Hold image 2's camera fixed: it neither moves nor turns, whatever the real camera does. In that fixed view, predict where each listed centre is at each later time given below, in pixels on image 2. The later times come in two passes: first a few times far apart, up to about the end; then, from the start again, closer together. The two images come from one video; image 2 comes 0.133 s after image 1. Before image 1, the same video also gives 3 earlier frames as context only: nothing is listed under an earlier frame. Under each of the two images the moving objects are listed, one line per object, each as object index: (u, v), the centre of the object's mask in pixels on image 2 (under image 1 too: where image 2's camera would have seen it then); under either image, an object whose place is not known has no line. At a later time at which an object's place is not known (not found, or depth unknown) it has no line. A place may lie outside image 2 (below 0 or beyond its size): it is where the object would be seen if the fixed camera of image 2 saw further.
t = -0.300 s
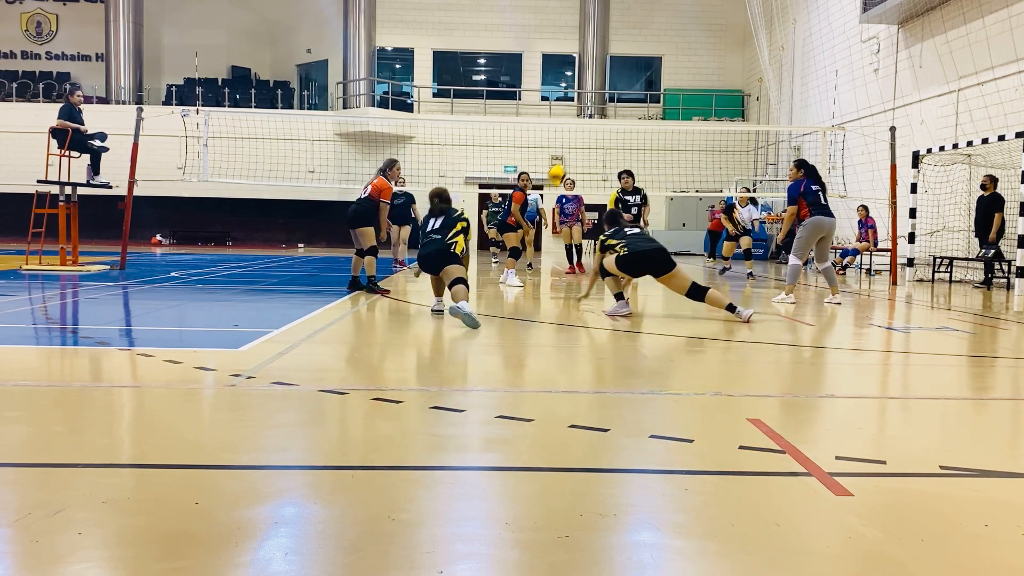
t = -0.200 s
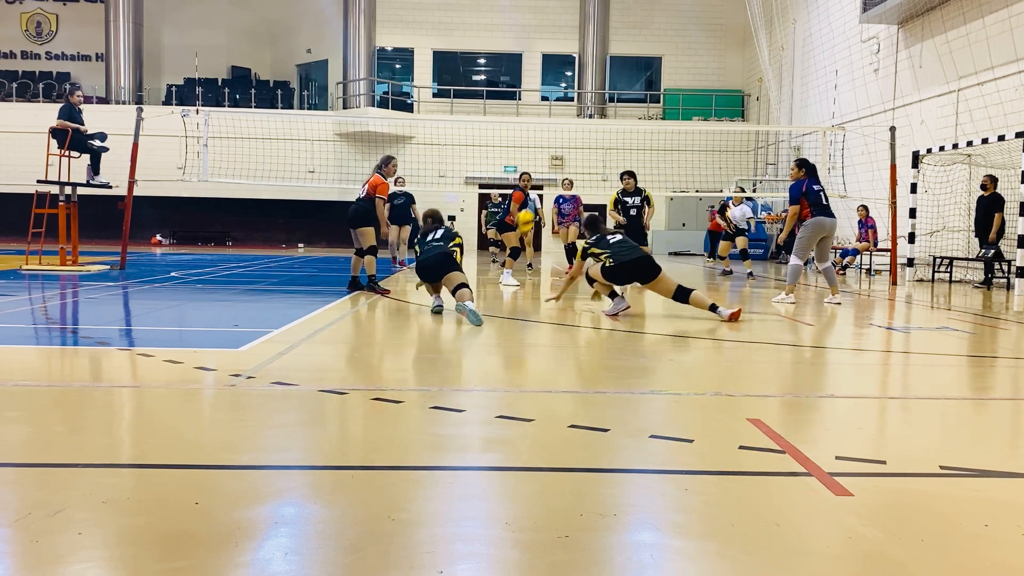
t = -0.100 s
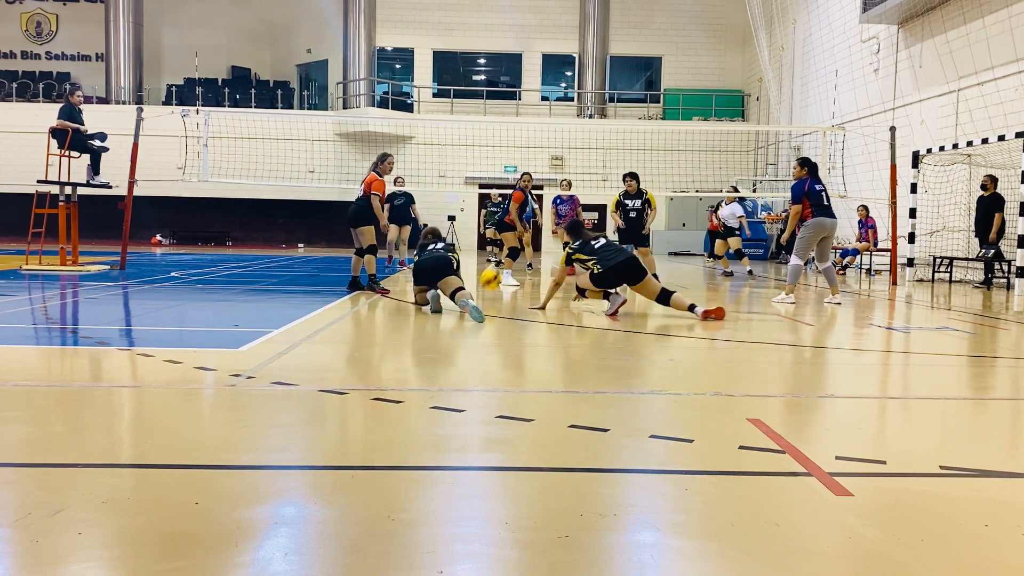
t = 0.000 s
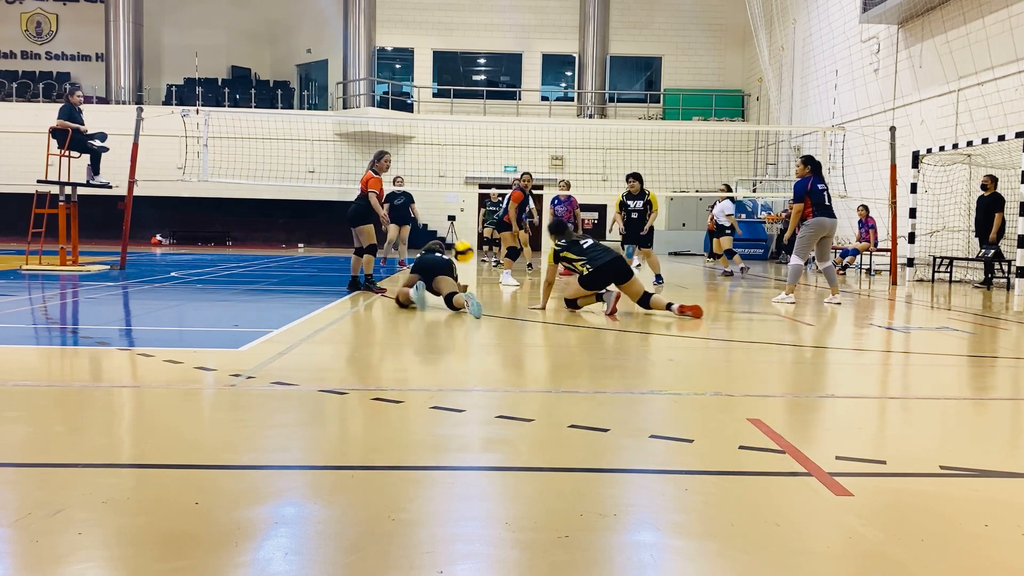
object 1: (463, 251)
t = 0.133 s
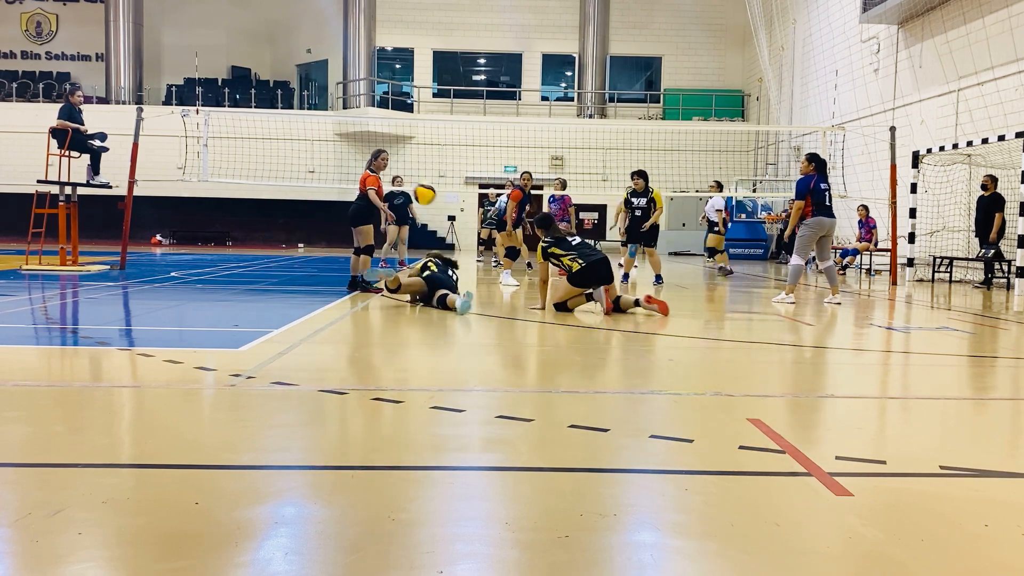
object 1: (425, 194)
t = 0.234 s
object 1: (391, 158)
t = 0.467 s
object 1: (303, 116)
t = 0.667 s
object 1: (211, 137)
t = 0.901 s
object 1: (83, 246)
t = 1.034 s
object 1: (6, 303)
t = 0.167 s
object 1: (414, 180)
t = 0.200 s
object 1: (403, 169)
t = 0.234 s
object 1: (391, 158)
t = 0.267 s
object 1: (380, 149)
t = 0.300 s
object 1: (368, 141)
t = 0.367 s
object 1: (343, 127)
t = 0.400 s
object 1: (330, 122)
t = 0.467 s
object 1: (303, 116)
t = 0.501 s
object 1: (288, 115)
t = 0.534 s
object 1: (274, 116)
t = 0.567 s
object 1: (259, 118)
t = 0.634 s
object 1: (227, 129)
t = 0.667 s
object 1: (211, 137)
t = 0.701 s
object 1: (194, 146)
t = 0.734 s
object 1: (176, 157)
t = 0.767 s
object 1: (159, 170)
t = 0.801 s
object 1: (141, 187)
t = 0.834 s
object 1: (121, 205)
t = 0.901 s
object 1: (83, 246)
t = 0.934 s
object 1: (62, 270)
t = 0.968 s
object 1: (43, 298)
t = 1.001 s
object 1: (20, 325)
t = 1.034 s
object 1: (6, 303)
